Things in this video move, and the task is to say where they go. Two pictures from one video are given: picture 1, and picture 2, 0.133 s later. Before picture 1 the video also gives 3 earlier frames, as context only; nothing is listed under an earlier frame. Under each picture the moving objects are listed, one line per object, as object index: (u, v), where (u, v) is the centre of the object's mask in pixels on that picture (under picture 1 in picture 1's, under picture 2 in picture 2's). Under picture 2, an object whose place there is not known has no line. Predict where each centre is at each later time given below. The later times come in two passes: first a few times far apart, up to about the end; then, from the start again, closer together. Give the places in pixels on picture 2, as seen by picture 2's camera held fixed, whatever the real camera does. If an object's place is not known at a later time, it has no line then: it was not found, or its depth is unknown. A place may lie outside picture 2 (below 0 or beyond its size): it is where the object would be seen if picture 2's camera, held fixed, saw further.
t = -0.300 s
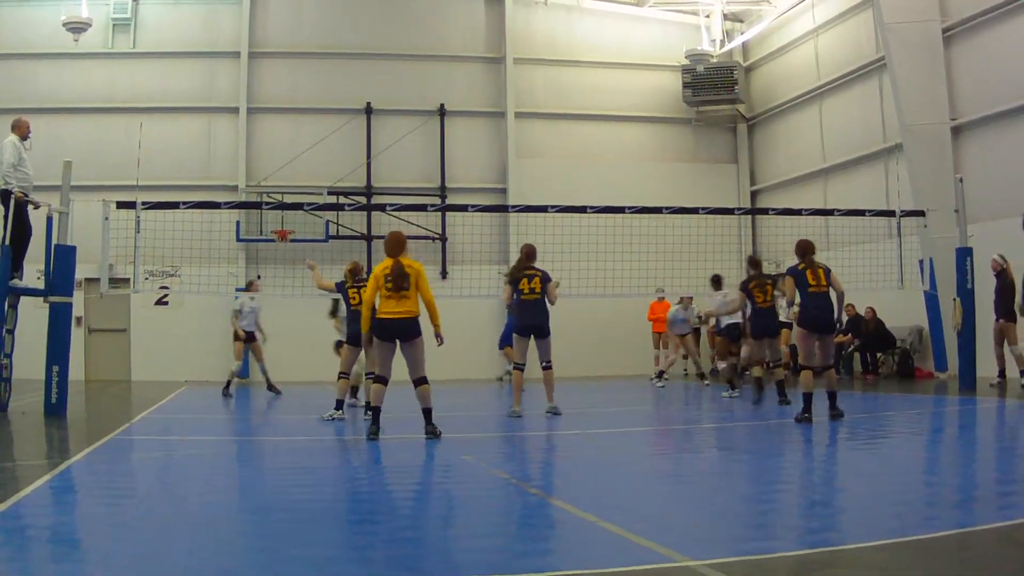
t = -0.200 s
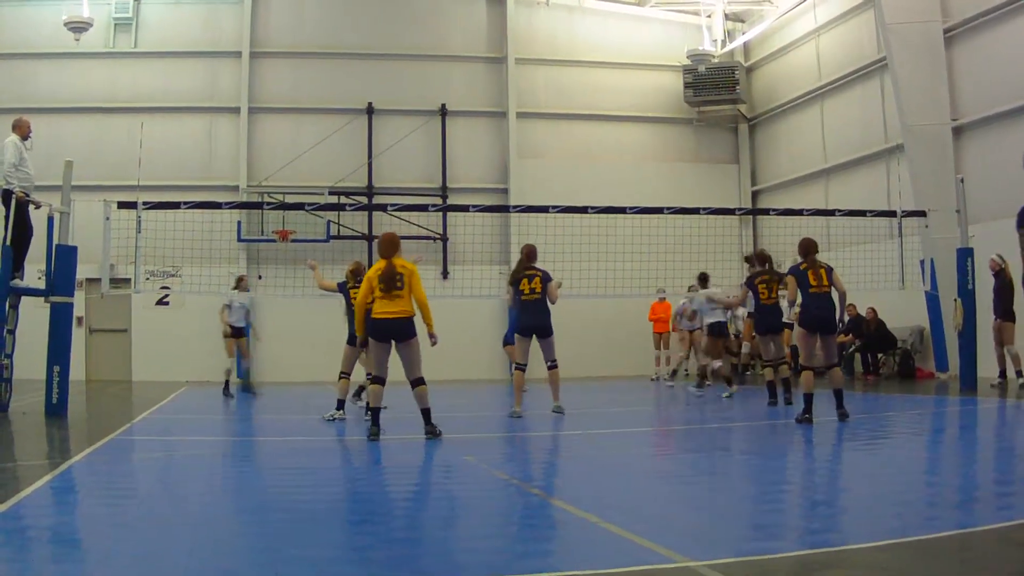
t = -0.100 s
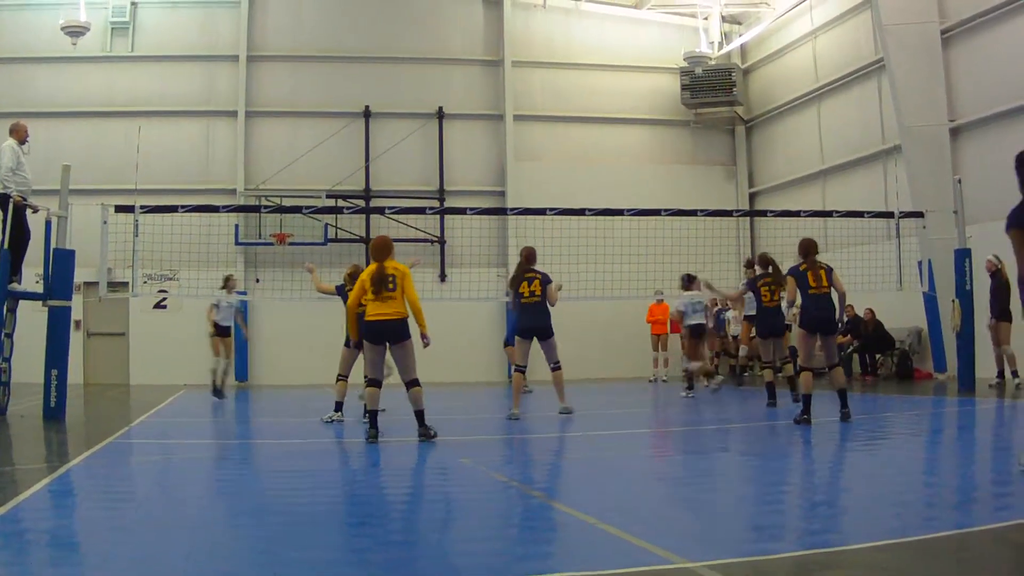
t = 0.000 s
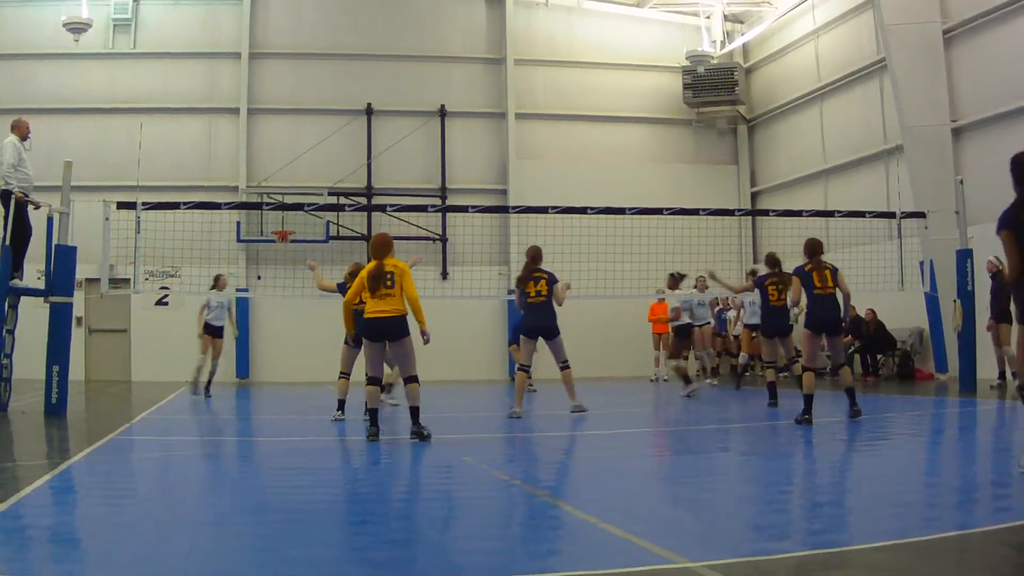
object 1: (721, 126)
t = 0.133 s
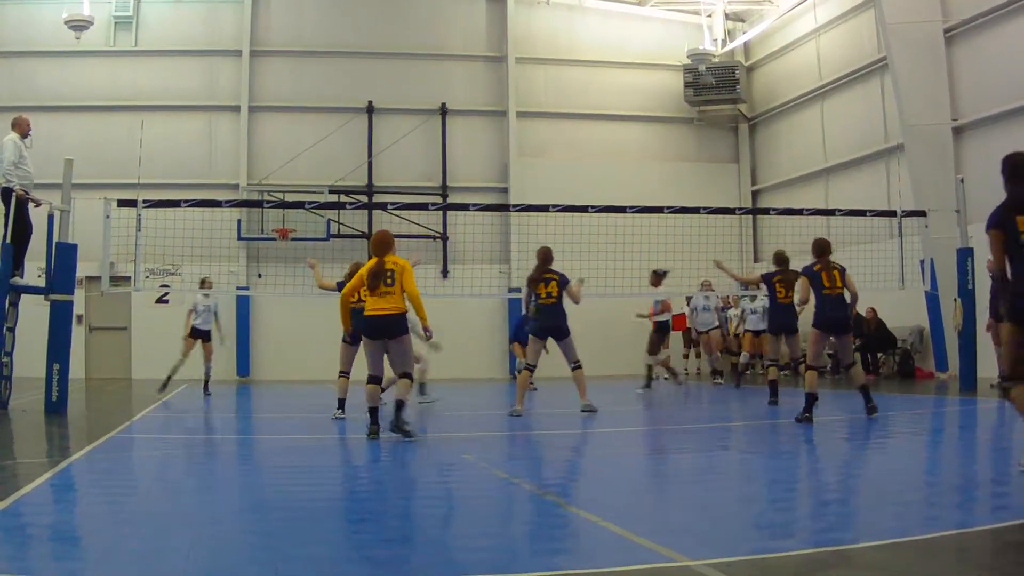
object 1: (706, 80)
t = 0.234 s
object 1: (694, 56)
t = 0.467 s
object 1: (667, 23)
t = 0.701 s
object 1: (639, 27)
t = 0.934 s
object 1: (612, 73)
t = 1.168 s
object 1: (583, 164)
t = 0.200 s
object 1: (699, 63)
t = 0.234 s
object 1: (694, 56)
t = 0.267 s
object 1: (691, 50)
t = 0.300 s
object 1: (687, 43)
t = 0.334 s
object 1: (683, 37)
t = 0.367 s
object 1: (679, 33)
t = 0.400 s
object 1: (675, 28)
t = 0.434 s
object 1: (671, 25)
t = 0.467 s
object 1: (667, 23)
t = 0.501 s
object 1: (663, 21)
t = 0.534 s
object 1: (659, 20)
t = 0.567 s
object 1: (655, 20)
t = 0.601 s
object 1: (651, 20)
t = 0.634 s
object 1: (647, 22)
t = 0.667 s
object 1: (643, 24)
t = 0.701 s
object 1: (639, 27)
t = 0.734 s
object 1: (635, 31)
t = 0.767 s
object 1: (632, 35)
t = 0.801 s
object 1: (628, 41)
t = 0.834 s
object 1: (624, 48)
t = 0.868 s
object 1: (620, 54)
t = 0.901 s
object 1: (616, 64)
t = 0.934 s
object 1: (612, 73)
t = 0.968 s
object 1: (608, 82)
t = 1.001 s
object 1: (603, 94)
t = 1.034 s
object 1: (599, 105)
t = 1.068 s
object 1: (596, 120)
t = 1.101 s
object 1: (591, 134)
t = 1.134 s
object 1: (587, 149)
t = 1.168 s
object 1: (583, 164)
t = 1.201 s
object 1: (579, 184)
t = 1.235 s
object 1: (575, 196)
